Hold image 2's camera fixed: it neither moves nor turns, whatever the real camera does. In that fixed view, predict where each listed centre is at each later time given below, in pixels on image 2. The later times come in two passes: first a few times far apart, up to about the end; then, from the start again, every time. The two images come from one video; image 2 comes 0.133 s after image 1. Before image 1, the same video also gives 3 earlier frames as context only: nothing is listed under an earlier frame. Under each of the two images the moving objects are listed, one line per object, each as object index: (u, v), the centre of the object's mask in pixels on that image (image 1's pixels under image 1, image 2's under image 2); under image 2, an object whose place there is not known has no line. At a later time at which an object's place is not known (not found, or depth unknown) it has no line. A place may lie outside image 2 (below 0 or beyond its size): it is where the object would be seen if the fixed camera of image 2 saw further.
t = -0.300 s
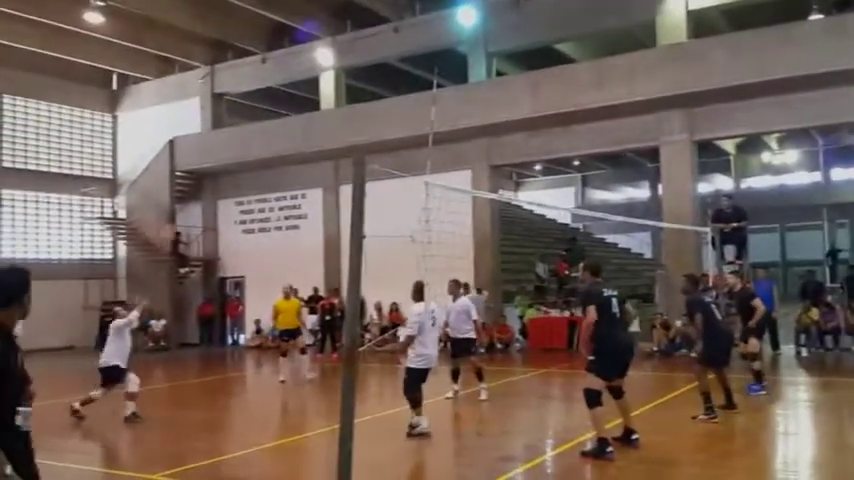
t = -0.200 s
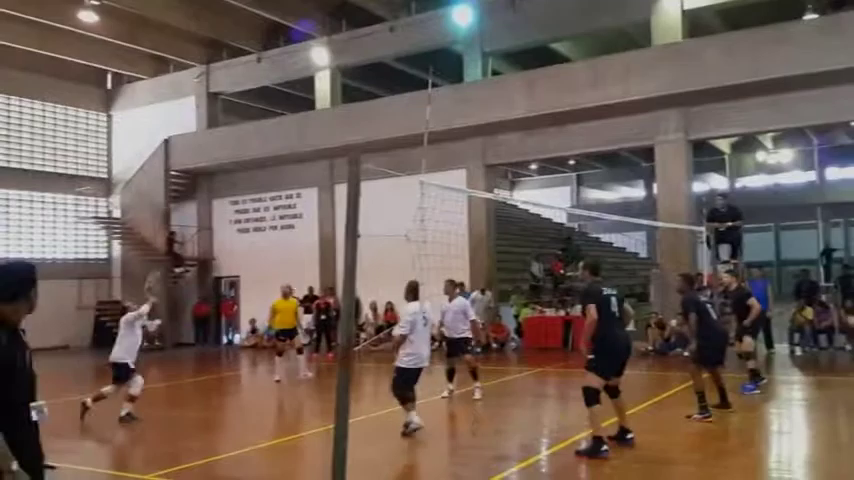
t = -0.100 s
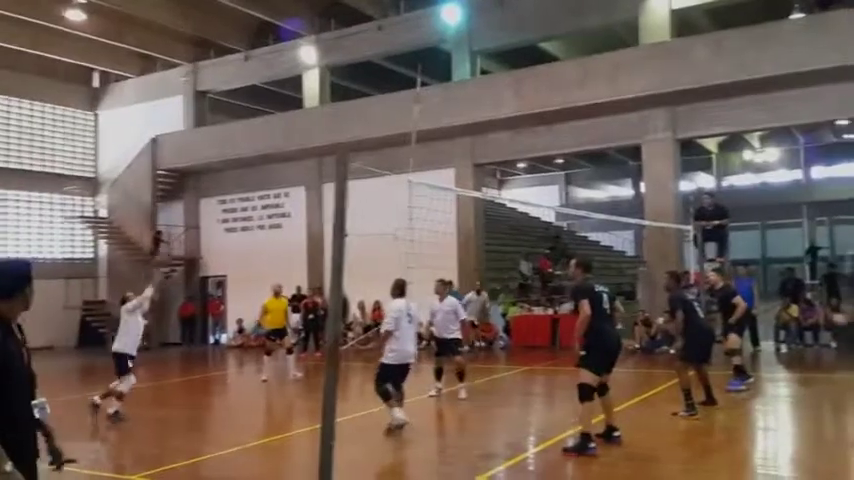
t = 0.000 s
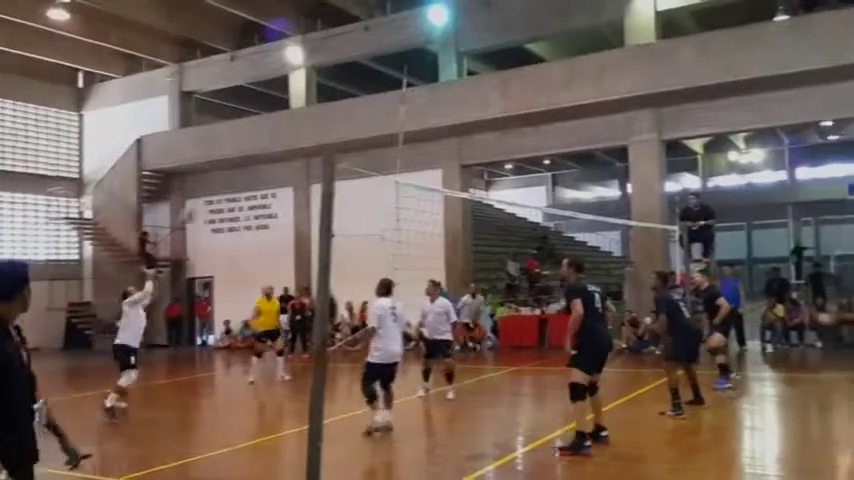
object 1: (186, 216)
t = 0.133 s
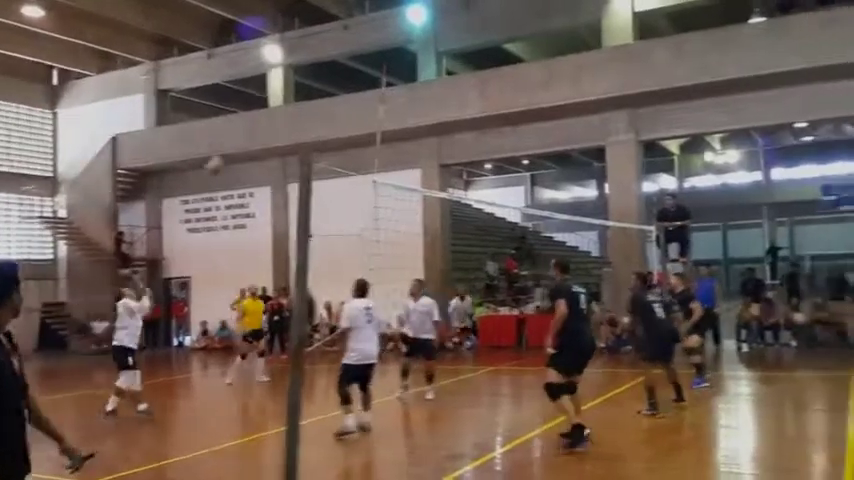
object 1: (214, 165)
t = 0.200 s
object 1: (237, 147)
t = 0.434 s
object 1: (314, 109)
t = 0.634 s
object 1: (374, 103)
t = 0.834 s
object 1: (433, 126)
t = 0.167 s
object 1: (225, 154)
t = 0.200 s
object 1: (237, 147)
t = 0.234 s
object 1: (250, 140)
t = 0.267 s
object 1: (260, 133)
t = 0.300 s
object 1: (271, 125)
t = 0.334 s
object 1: (282, 120)
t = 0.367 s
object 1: (292, 116)
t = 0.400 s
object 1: (303, 112)
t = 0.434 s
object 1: (314, 109)
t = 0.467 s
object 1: (324, 106)
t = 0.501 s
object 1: (334, 104)
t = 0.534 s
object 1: (345, 103)
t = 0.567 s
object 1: (354, 102)
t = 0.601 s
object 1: (364, 102)
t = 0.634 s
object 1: (374, 103)
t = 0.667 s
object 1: (384, 106)
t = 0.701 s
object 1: (394, 109)
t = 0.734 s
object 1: (403, 111)
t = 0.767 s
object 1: (412, 115)
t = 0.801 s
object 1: (418, 118)
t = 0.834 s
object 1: (433, 126)
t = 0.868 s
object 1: (442, 131)
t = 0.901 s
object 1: (451, 138)
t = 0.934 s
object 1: (459, 144)
